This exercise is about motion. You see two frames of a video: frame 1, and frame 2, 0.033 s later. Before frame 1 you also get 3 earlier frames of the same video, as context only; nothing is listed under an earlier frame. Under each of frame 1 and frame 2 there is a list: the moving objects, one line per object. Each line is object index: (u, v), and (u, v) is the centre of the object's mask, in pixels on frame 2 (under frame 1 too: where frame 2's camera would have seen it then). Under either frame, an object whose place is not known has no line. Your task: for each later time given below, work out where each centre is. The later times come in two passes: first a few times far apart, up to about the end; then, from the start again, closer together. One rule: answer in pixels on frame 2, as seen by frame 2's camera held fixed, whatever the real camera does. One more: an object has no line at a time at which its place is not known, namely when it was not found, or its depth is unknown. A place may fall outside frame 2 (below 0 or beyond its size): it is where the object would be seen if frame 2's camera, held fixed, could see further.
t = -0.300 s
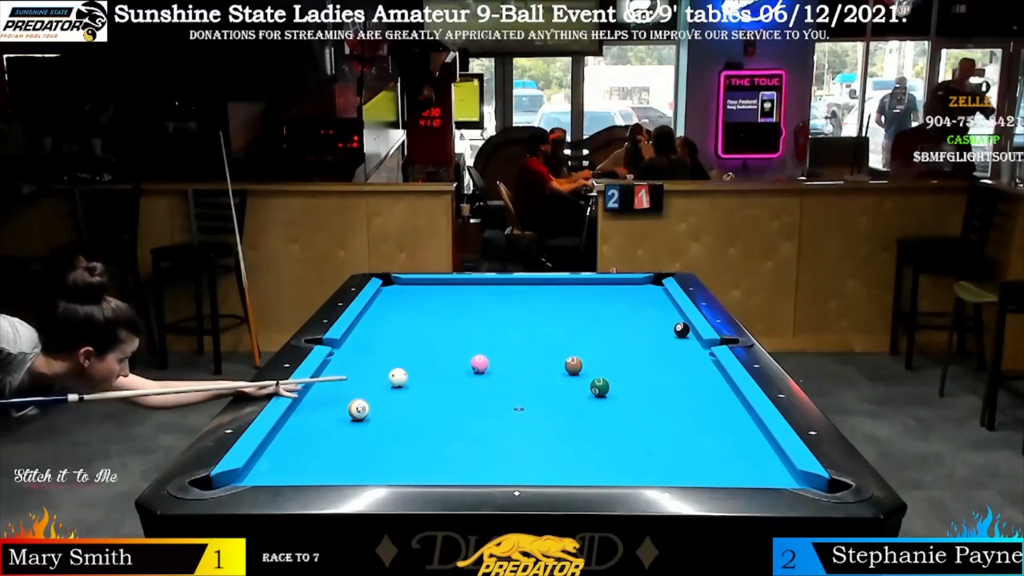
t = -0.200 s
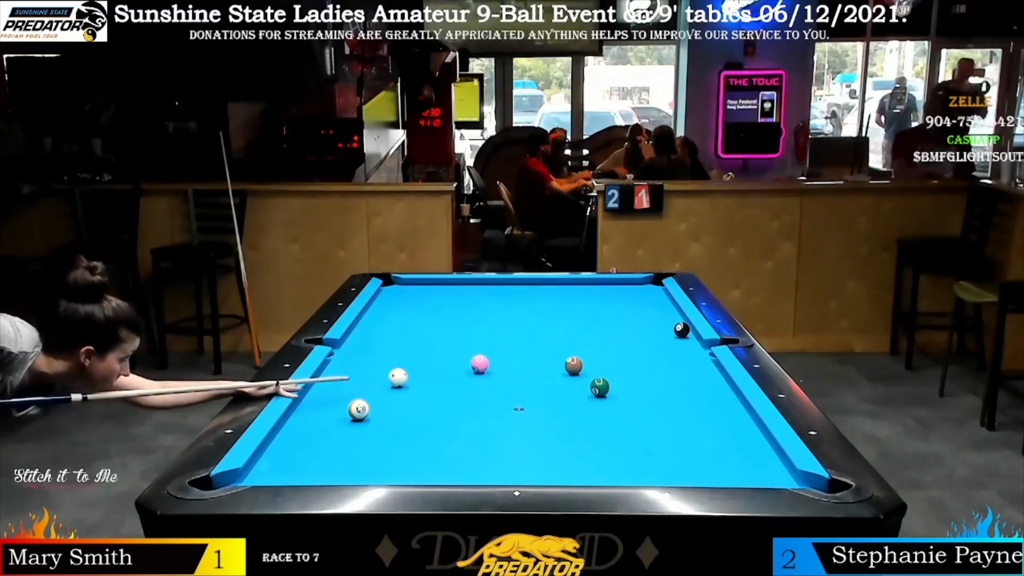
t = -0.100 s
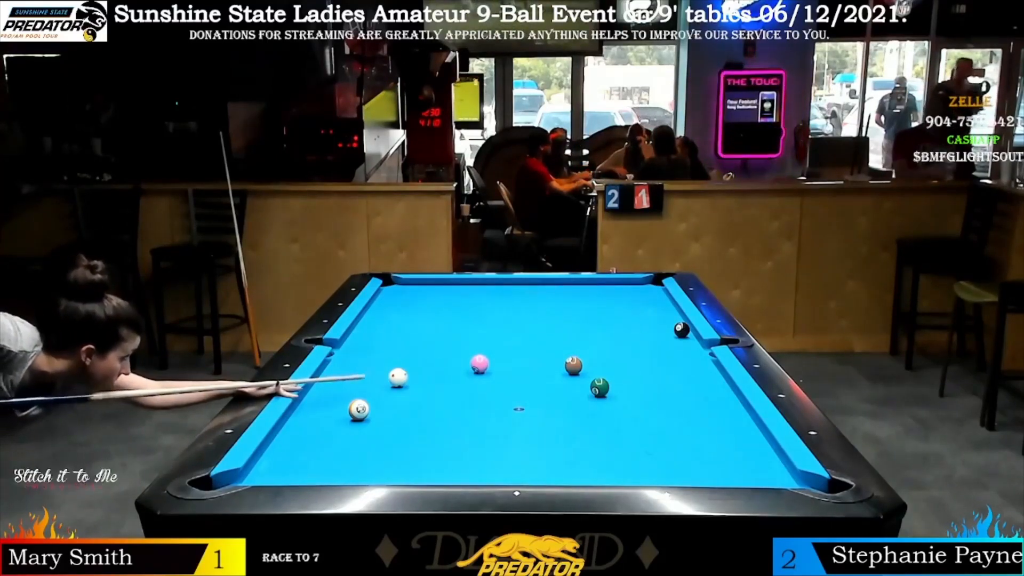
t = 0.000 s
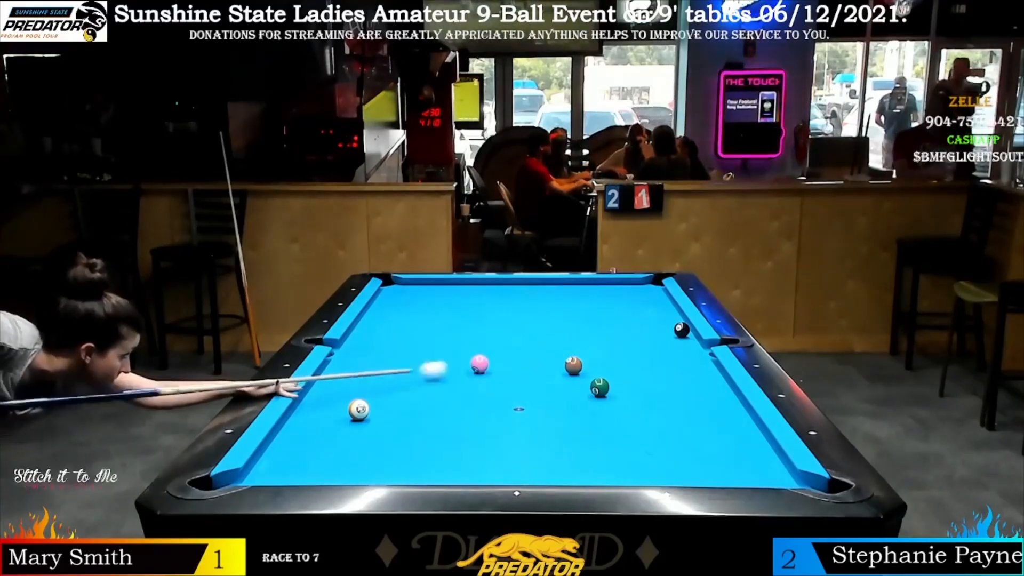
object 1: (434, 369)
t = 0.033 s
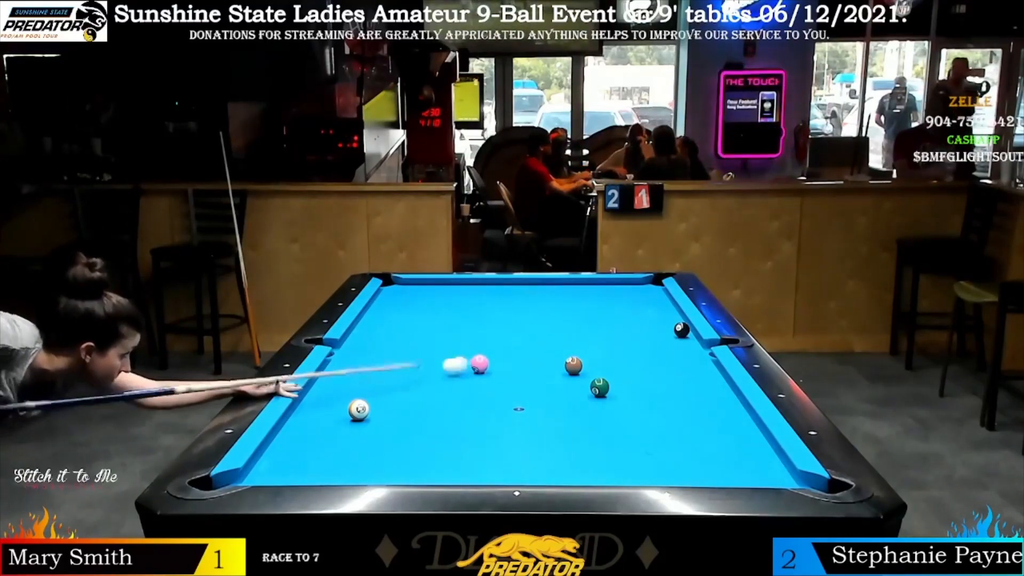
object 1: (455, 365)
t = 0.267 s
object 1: (470, 351)
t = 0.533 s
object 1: (490, 336)
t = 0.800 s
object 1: (507, 323)
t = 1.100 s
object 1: (524, 310)
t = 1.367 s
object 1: (537, 300)
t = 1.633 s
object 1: (549, 292)
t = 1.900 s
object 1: (559, 284)
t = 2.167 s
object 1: (566, 282)
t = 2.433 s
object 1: (569, 287)
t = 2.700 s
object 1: (573, 292)
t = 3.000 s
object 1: (576, 297)
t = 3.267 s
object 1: (579, 301)
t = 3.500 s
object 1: (582, 304)
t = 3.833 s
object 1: (585, 309)
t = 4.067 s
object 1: (587, 313)
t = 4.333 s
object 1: (590, 316)
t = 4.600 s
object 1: (592, 320)
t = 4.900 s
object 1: (594, 323)
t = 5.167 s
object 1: (595, 326)
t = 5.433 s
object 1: (596, 328)
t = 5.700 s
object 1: (597, 331)
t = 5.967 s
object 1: (597, 332)
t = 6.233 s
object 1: (598, 334)
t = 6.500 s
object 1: (599, 335)
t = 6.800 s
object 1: (600, 335)
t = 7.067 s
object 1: (600, 335)
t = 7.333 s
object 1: (599, 335)
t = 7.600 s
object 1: (599, 335)
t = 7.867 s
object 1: (599, 335)
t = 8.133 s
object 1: (599, 335)
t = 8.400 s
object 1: (599, 335)
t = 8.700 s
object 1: (599, 335)
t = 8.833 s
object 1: (599, 335)
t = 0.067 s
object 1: (461, 363)
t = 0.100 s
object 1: (461, 361)
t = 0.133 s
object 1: (461, 360)
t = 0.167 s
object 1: (463, 357)
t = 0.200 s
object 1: (465, 355)
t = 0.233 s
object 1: (468, 353)
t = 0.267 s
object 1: (470, 351)
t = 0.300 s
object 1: (473, 349)
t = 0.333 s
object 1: (476, 347)
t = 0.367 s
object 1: (478, 345)
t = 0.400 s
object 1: (481, 343)
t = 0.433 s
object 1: (483, 341)
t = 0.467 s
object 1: (486, 339)
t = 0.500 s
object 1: (488, 338)
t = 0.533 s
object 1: (490, 336)
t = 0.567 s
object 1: (493, 334)
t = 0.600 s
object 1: (495, 332)
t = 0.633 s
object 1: (497, 331)
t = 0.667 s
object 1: (499, 329)
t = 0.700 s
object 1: (501, 327)
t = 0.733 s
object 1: (503, 326)
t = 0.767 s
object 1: (505, 324)
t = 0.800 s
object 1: (507, 323)
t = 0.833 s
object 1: (509, 321)
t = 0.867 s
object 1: (511, 320)
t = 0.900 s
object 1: (513, 318)
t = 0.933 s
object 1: (515, 317)
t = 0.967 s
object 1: (517, 315)
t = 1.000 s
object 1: (519, 314)
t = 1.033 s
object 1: (521, 313)
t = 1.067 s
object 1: (522, 311)
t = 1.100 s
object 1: (524, 310)
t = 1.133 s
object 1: (526, 309)
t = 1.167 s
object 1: (528, 308)
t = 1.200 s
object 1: (529, 306)
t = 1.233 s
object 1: (531, 305)
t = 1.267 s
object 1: (533, 304)
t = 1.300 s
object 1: (534, 303)
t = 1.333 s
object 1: (536, 301)
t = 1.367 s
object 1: (537, 300)
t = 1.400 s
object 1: (539, 299)
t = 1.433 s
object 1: (540, 298)
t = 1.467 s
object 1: (542, 297)
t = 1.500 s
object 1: (543, 296)
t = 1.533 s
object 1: (545, 295)
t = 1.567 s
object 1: (546, 294)
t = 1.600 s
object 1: (547, 293)
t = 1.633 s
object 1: (549, 292)
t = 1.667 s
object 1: (550, 291)
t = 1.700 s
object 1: (552, 290)
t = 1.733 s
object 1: (553, 289)
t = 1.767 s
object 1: (554, 288)
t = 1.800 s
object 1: (555, 287)
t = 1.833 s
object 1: (557, 286)
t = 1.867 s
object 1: (558, 285)
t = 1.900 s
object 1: (559, 284)
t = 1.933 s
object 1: (560, 283)
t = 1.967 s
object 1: (562, 282)
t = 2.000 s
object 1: (563, 281)
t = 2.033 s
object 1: (564, 281)
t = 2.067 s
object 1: (565, 281)
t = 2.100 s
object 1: (565, 281)
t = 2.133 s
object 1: (566, 282)
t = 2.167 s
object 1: (566, 282)
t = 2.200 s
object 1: (566, 283)
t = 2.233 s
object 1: (567, 284)
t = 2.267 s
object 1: (568, 284)
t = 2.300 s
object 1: (568, 285)
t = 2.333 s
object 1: (568, 286)
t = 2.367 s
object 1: (569, 286)
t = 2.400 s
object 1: (569, 287)
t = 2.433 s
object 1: (569, 287)
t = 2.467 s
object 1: (570, 288)
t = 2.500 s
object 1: (570, 289)
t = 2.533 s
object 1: (570, 289)
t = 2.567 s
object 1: (571, 290)
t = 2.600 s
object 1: (571, 290)
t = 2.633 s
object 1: (572, 291)
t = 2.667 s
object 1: (572, 291)
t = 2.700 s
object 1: (573, 292)
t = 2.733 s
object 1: (573, 292)
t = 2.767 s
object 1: (574, 293)
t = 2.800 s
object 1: (574, 293)
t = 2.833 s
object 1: (574, 294)
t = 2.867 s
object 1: (575, 294)
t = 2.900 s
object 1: (575, 295)
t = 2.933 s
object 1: (575, 295)
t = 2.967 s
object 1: (576, 296)
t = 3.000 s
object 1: (576, 297)
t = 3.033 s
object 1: (576, 297)
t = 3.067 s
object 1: (577, 298)
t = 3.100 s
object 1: (577, 298)
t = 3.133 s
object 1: (578, 299)
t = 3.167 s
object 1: (578, 299)
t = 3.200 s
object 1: (578, 300)
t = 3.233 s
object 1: (579, 300)
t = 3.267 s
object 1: (579, 301)
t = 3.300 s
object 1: (580, 301)
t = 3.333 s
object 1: (580, 302)
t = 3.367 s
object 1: (580, 303)
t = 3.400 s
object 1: (581, 303)
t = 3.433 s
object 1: (581, 304)
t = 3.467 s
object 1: (582, 304)
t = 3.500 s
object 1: (582, 304)
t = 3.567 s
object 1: (583, 305)
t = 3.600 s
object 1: (583, 306)
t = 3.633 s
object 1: (583, 307)
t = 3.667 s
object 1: (584, 307)
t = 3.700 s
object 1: (584, 308)
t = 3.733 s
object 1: (584, 308)
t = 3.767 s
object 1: (585, 308)
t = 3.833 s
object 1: (585, 309)
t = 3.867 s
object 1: (586, 310)
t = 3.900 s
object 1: (586, 311)
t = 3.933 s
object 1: (586, 311)
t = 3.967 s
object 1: (586, 311)
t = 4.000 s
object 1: (586, 312)
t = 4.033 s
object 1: (587, 312)
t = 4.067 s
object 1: (587, 313)
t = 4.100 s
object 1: (587, 313)
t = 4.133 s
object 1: (588, 314)
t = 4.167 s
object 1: (588, 314)
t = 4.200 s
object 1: (588, 315)
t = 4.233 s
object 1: (588, 315)
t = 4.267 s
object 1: (589, 316)
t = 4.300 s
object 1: (589, 316)
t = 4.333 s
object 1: (590, 316)
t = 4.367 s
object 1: (590, 317)
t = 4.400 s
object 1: (590, 317)
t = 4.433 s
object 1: (590, 318)
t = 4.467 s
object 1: (591, 318)
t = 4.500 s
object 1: (591, 319)
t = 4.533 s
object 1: (591, 319)
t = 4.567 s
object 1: (592, 319)
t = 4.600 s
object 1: (592, 320)
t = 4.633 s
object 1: (592, 320)
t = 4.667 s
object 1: (592, 321)
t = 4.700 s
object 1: (593, 321)
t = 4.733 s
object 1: (593, 321)
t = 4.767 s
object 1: (593, 322)
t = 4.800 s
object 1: (593, 322)
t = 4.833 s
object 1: (594, 322)
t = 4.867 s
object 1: (594, 323)
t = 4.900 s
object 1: (594, 323)
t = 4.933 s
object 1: (594, 324)
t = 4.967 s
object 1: (594, 324)
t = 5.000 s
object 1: (595, 324)
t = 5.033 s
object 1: (595, 325)
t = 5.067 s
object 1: (595, 325)
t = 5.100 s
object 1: (595, 325)
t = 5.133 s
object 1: (595, 326)
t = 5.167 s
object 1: (595, 326)
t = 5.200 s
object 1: (596, 326)
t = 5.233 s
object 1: (596, 327)
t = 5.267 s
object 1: (596, 327)
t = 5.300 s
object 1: (596, 327)
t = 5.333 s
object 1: (596, 328)
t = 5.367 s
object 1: (596, 328)
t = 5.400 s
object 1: (596, 328)
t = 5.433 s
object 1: (596, 328)
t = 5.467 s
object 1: (597, 329)
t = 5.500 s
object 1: (597, 329)
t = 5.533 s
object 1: (597, 329)
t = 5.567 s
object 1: (597, 329)
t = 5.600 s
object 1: (597, 330)
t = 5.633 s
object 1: (597, 330)
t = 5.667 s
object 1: (597, 330)
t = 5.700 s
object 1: (597, 331)
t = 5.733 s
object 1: (597, 331)
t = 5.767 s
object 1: (597, 331)
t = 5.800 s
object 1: (597, 331)
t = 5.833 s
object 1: (597, 331)
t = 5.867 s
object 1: (597, 332)
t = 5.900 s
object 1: (597, 332)
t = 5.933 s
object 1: (597, 332)
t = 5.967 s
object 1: (597, 332)
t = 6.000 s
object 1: (597, 332)
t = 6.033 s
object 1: (597, 333)
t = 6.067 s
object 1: (597, 333)
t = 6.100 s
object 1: (598, 333)
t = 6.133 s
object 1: (598, 333)
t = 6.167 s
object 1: (598, 333)
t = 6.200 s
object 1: (598, 333)
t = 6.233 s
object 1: (598, 334)
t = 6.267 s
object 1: (598, 334)
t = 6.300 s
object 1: (598, 334)
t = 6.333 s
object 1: (598, 334)
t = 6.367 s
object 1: (598, 334)
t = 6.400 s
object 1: (598, 334)
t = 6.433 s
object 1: (598, 334)
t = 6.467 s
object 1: (599, 335)
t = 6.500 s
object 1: (599, 335)
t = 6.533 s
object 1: (599, 334)
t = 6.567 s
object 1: (599, 335)
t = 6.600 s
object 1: (599, 335)
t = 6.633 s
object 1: (599, 335)
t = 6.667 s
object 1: (599, 335)
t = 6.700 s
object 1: (599, 335)
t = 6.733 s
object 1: (599, 335)
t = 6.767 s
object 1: (599, 335)
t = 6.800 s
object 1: (600, 335)
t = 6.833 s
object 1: (599, 335)
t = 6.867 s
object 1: (600, 335)
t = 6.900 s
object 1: (599, 335)
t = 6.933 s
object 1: (600, 335)
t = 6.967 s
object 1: (600, 335)
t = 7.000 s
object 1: (600, 335)
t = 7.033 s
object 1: (600, 335)
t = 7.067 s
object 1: (600, 335)
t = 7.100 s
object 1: (600, 335)
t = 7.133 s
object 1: (600, 335)
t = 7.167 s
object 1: (600, 335)
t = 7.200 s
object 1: (600, 335)
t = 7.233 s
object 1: (600, 335)
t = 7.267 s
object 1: (600, 335)
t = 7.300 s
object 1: (600, 335)
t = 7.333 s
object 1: (599, 335)
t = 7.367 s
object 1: (599, 335)
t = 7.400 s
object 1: (599, 335)
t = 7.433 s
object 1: (599, 335)
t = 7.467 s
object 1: (599, 335)
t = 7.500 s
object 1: (599, 335)
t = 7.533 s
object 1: (600, 335)
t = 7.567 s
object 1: (599, 335)
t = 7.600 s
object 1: (599, 335)
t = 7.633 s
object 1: (600, 335)
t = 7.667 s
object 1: (599, 335)
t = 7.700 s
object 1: (599, 335)
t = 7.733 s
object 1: (599, 335)
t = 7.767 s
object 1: (599, 335)
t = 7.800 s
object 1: (599, 335)
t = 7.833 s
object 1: (599, 335)
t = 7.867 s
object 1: (599, 335)
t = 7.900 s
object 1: (599, 335)
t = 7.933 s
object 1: (599, 335)
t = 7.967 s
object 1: (599, 335)
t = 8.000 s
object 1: (599, 335)
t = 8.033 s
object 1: (599, 335)
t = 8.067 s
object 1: (599, 335)
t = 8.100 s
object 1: (600, 335)
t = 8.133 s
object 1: (599, 335)
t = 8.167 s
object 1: (599, 335)
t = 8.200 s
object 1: (599, 335)
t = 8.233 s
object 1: (599, 335)
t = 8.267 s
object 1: (599, 335)
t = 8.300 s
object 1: (599, 335)
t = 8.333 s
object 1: (599, 335)
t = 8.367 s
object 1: (599, 335)
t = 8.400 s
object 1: (599, 335)
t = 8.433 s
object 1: (599, 335)
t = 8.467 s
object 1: (599, 335)
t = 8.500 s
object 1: (599, 335)
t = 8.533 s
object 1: (600, 335)
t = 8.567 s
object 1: (599, 335)
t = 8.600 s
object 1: (599, 335)
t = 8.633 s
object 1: (599, 335)
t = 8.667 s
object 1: (599, 335)
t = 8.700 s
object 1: (599, 335)
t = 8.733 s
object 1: (599, 335)
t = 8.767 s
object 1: (599, 335)
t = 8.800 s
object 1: (599, 335)
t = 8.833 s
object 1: (599, 335)
